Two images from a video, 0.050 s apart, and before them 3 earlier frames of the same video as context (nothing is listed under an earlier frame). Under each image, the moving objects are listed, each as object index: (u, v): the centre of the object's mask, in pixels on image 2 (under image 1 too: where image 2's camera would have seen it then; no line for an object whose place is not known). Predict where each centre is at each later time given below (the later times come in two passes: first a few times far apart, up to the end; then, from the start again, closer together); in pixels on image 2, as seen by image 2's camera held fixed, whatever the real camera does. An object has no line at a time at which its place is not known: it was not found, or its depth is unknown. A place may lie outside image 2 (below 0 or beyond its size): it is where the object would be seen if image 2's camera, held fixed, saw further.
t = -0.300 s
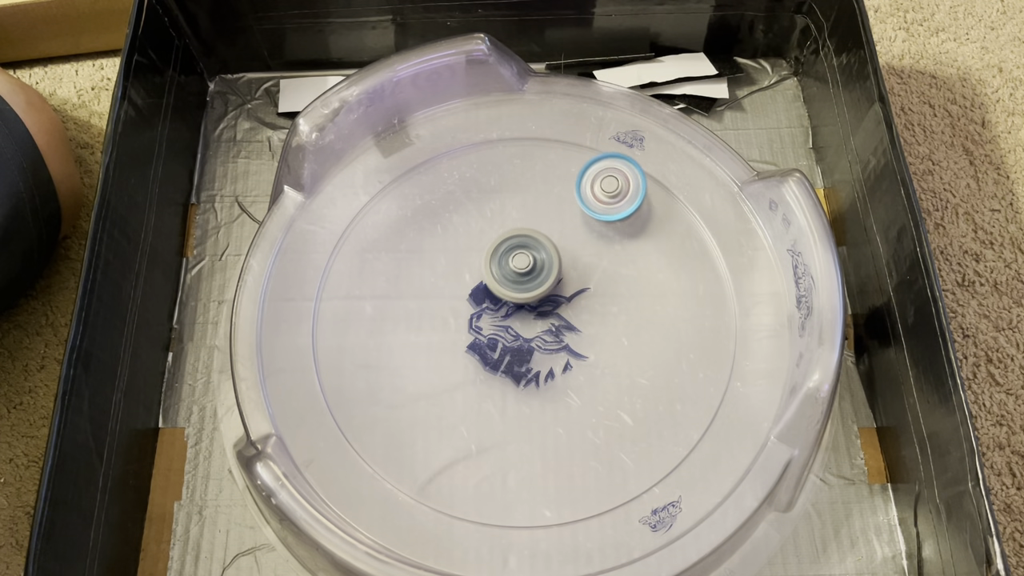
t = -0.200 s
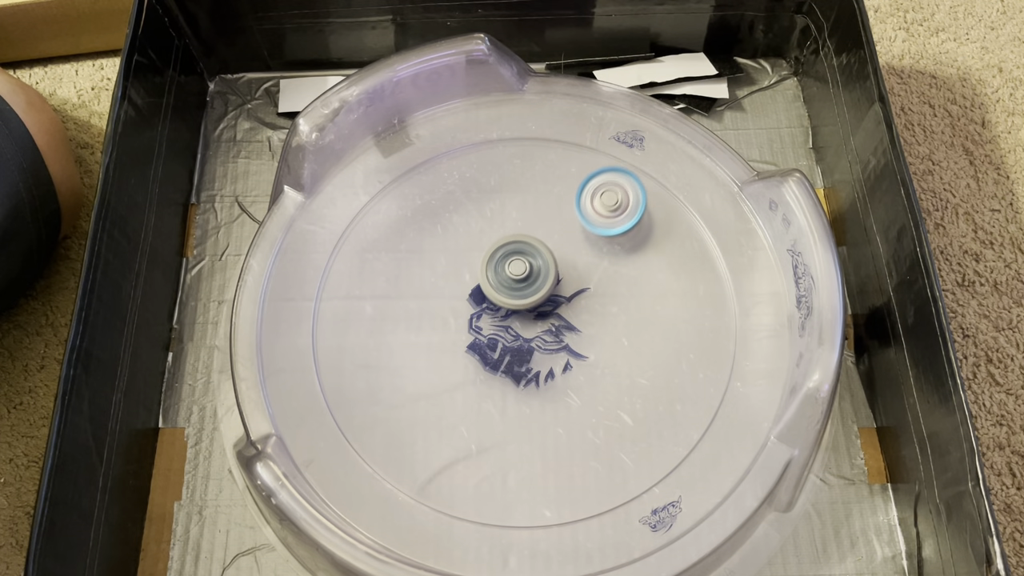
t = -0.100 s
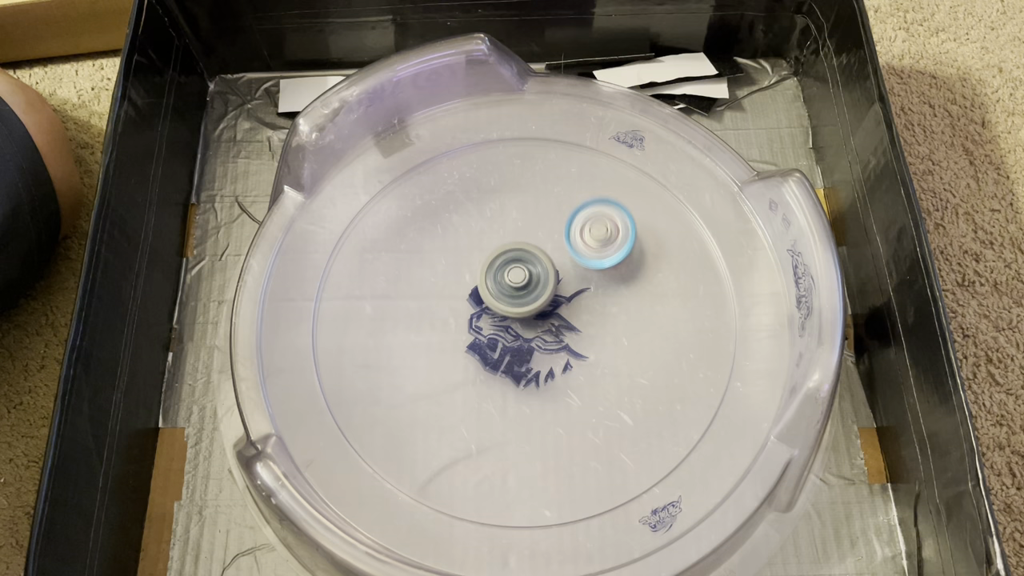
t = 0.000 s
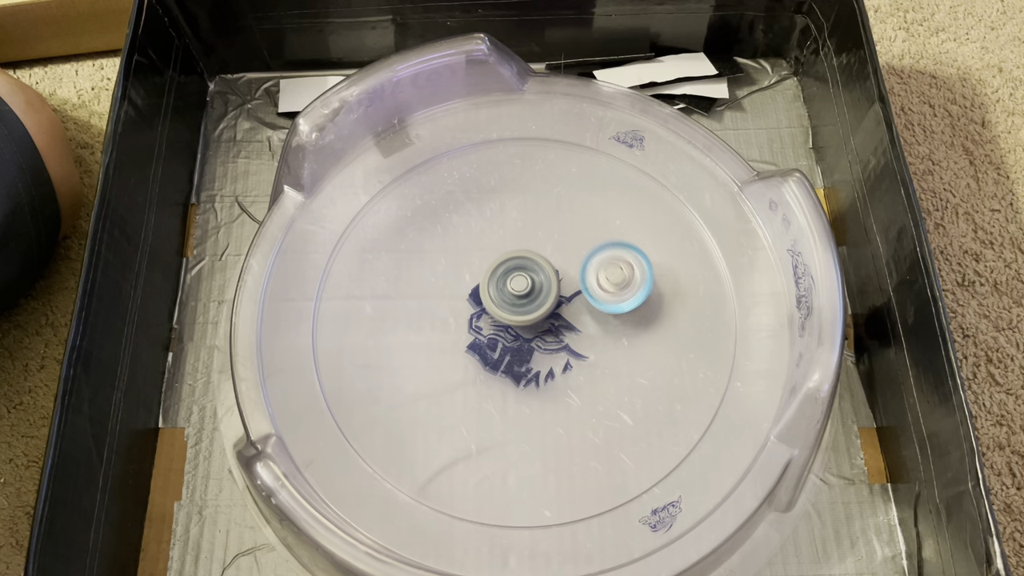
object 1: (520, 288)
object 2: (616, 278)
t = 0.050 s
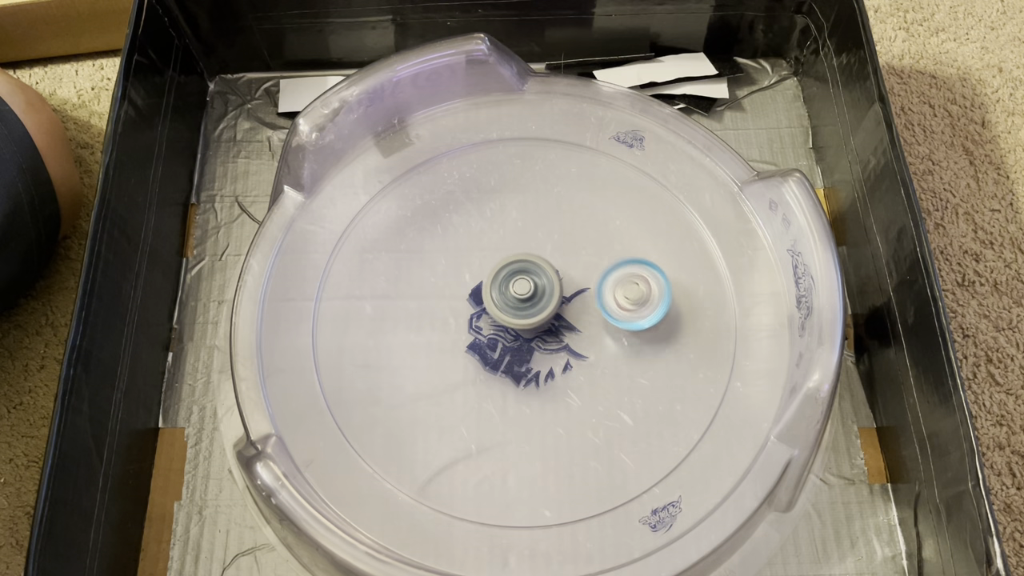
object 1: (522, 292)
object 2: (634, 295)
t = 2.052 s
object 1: (517, 366)
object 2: (499, 262)
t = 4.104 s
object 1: (545, 259)
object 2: (533, 391)
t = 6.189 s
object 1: (438, 298)
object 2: (644, 271)
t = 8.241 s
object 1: (575, 284)
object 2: (516, 331)
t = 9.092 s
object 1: (483, 261)
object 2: (523, 358)
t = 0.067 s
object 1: (523, 293)
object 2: (640, 298)
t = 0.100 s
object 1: (525, 295)
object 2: (655, 304)
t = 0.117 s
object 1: (526, 295)
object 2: (661, 305)
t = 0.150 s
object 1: (528, 297)
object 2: (674, 304)
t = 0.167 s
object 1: (528, 298)
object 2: (680, 302)
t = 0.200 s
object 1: (530, 299)
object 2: (690, 296)
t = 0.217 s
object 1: (532, 300)
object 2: (694, 293)
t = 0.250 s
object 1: (534, 301)
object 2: (702, 286)
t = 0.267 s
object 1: (534, 302)
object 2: (705, 283)
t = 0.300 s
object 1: (536, 302)
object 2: (707, 276)
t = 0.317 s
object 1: (537, 303)
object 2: (706, 273)
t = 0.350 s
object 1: (539, 303)
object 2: (699, 267)
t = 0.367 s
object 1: (540, 304)
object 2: (692, 265)
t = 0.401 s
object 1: (542, 304)
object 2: (676, 264)
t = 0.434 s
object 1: (544, 304)
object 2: (654, 265)
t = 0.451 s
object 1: (544, 305)
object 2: (641, 266)
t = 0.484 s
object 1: (542, 306)
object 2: (621, 272)
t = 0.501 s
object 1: (526, 310)
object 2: (628, 270)
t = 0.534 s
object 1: (506, 318)
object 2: (636, 271)
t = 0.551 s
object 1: (498, 322)
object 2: (636, 273)
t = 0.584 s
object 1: (489, 330)
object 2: (634, 279)
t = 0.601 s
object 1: (487, 333)
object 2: (633, 282)
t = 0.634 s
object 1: (486, 340)
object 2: (631, 290)
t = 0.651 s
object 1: (488, 344)
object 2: (630, 294)
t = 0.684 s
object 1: (493, 351)
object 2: (630, 303)
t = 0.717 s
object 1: (499, 357)
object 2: (631, 312)
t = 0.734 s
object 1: (502, 360)
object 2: (632, 316)
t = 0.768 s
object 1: (508, 363)
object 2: (634, 324)
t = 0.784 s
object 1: (511, 364)
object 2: (636, 327)
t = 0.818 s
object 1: (515, 366)
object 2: (639, 331)
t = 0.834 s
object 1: (517, 367)
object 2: (640, 332)
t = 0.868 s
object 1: (521, 367)
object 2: (644, 334)
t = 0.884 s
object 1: (524, 367)
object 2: (645, 334)
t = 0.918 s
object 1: (528, 368)
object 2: (644, 332)
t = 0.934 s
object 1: (530, 368)
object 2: (642, 331)
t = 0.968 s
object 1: (534, 367)
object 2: (636, 331)
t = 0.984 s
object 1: (535, 367)
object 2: (631, 332)
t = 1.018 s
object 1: (539, 366)
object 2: (620, 335)
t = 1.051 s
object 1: (503, 370)
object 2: (659, 330)
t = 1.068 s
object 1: (481, 371)
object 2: (686, 323)
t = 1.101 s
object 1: (439, 373)
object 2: (730, 308)
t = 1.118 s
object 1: (423, 374)
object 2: (725, 296)
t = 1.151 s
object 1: (399, 379)
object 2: (703, 272)
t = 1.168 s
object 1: (393, 382)
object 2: (692, 263)
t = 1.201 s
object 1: (387, 393)
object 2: (673, 249)
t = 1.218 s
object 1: (387, 400)
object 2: (665, 244)
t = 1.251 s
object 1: (389, 414)
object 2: (645, 236)
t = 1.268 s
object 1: (391, 420)
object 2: (634, 234)
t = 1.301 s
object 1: (397, 431)
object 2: (607, 235)
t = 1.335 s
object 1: (404, 438)
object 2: (581, 243)
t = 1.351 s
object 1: (407, 441)
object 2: (568, 250)
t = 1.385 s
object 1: (414, 447)
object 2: (545, 269)
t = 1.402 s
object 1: (417, 449)
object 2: (535, 281)
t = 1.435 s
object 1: (424, 452)
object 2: (519, 308)
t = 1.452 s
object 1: (428, 453)
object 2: (513, 323)
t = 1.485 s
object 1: (435, 454)
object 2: (511, 356)
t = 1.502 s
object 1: (440, 454)
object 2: (513, 373)
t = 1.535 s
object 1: (449, 454)
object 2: (525, 404)
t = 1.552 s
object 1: (452, 453)
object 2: (535, 418)
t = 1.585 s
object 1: (461, 452)
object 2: (562, 443)
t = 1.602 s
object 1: (466, 451)
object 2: (579, 452)
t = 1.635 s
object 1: (475, 449)
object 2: (614, 465)
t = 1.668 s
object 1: (485, 444)
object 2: (649, 469)
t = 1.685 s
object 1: (489, 442)
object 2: (659, 453)
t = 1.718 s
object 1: (496, 437)
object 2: (676, 419)
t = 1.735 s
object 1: (500, 434)
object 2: (682, 405)
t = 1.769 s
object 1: (507, 428)
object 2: (690, 381)
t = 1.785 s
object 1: (511, 424)
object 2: (691, 370)
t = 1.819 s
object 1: (517, 415)
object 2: (686, 349)
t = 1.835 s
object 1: (519, 409)
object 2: (680, 338)
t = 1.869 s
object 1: (522, 400)
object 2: (663, 317)
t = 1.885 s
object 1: (522, 395)
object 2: (651, 306)
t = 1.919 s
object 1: (523, 386)
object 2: (623, 291)
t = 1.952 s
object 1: (522, 378)
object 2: (589, 282)
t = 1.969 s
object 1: (522, 373)
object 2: (570, 283)
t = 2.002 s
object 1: (521, 364)
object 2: (536, 288)
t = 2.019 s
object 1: (520, 363)
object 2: (521, 281)
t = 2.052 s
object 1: (517, 366)
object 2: (499, 262)
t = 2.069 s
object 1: (516, 369)
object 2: (487, 256)
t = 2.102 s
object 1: (512, 366)
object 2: (460, 248)
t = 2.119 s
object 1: (508, 366)
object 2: (447, 246)
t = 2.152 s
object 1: (505, 360)
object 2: (417, 250)
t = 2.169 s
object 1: (505, 355)
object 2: (403, 257)
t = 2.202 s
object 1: (505, 346)
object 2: (374, 276)
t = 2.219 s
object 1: (504, 341)
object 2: (361, 289)
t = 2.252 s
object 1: (500, 332)
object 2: (342, 318)
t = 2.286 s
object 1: (497, 324)
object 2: (331, 348)
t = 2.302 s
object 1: (496, 321)
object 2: (330, 364)
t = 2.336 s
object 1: (492, 314)
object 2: (335, 393)
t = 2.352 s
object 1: (489, 311)
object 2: (341, 408)
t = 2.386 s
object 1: (484, 304)
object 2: (362, 436)
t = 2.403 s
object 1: (481, 301)
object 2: (376, 449)
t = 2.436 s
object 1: (475, 296)
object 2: (408, 468)
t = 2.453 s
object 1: (472, 293)
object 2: (425, 473)
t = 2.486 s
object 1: (467, 290)
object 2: (464, 477)
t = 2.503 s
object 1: (464, 289)
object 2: (484, 475)
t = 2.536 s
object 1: (459, 287)
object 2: (522, 465)
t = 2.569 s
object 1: (453, 285)
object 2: (560, 445)
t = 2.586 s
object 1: (450, 284)
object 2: (576, 431)
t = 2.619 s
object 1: (444, 284)
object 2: (601, 400)
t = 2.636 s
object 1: (442, 285)
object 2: (610, 382)
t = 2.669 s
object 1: (438, 286)
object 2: (619, 346)
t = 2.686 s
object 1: (437, 287)
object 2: (620, 328)
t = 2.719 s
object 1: (436, 287)
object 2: (615, 291)
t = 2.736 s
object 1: (436, 287)
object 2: (609, 274)
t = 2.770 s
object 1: (436, 286)
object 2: (592, 242)
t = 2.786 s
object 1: (436, 286)
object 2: (582, 229)
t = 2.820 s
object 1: (436, 285)
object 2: (556, 206)
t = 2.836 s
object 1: (437, 285)
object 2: (542, 197)
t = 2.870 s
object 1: (438, 284)
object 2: (508, 183)
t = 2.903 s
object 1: (439, 284)
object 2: (472, 177)
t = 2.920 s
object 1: (440, 283)
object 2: (457, 176)
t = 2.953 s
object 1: (441, 283)
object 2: (422, 178)
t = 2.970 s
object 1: (442, 283)
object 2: (407, 181)
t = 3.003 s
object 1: (444, 284)
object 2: (378, 193)
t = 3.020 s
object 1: (445, 284)
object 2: (365, 201)
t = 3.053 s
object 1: (447, 284)
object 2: (346, 233)
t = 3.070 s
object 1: (449, 284)
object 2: (340, 254)
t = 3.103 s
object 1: (453, 284)
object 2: (333, 285)
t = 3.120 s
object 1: (454, 284)
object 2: (334, 300)
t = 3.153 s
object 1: (458, 283)
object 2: (343, 329)
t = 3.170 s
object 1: (460, 283)
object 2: (351, 342)
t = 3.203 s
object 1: (464, 282)
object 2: (375, 366)
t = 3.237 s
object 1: (468, 281)
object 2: (408, 388)
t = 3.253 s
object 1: (470, 281)
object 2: (427, 396)
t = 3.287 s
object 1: (474, 280)
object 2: (468, 405)
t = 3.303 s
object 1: (476, 279)
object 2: (488, 405)
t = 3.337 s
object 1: (480, 278)
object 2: (528, 399)
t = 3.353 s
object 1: (482, 277)
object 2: (546, 391)
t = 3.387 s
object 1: (486, 275)
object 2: (579, 372)
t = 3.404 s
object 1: (488, 275)
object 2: (592, 360)
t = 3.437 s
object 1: (491, 273)
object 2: (613, 331)
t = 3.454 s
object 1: (493, 272)
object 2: (621, 315)
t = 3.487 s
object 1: (496, 270)
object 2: (631, 282)
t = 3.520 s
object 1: (499, 269)
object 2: (631, 247)
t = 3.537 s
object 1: (501, 268)
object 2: (629, 231)
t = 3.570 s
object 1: (503, 267)
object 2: (617, 201)
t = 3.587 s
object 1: (504, 266)
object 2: (608, 188)
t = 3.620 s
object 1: (507, 265)
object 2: (588, 165)
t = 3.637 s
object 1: (509, 264)
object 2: (576, 156)
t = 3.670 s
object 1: (511, 264)
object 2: (551, 144)
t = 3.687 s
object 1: (512, 263)
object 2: (537, 141)
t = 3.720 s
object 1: (514, 263)
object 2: (510, 140)
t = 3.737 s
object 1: (516, 263)
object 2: (497, 142)
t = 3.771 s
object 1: (518, 262)
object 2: (472, 151)
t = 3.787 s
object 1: (520, 262)
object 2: (460, 158)
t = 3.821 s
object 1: (522, 262)
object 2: (438, 177)
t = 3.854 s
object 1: (525, 261)
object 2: (422, 201)
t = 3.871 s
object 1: (526, 260)
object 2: (415, 215)
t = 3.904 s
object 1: (529, 260)
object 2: (407, 248)
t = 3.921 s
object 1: (531, 260)
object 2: (406, 265)
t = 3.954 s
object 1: (534, 260)
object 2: (411, 298)
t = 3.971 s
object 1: (535, 260)
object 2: (417, 314)
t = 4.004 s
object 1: (538, 259)
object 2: (437, 342)
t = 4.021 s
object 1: (539, 259)
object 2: (450, 355)
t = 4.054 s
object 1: (541, 259)
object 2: (481, 375)
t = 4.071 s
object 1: (543, 259)
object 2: (498, 383)
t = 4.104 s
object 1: (545, 259)
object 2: (533, 391)
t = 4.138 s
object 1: (547, 259)
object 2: (570, 391)
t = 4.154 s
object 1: (549, 260)
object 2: (588, 387)
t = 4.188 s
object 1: (551, 260)
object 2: (622, 375)
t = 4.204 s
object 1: (552, 260)
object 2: (637, 366)
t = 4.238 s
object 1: (554, 260)
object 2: (661, 343)
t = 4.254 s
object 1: (555, 261)
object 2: (670, 330)
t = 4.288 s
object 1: (557, 261)
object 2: (683, 299)
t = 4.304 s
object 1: (558, 262)
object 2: (687, 284)
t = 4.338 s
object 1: (560, 262)
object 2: (688, 256)
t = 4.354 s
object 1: (560, 262)
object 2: (685, 242)
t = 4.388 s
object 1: (562, 263)
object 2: (674, 217)
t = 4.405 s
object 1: (562, 264)
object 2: (666, 207)
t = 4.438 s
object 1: (563, 265)
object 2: (646, 191)
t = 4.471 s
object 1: (565, 266)
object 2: (623, 180)
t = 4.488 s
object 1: (565, 266)
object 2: (610, 178)
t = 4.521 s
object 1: (566, 268)
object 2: (582, 177)
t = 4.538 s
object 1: (567, 269)
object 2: (567, 179)
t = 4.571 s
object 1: (567, 270)
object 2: (536, 189)
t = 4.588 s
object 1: (567, 271)
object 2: (521, 197)
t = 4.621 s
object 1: (568, 273)
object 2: (493, 216)
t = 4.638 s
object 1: (567, 274)
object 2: (481, 229)
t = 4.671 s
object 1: (568, 274)
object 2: (462, 255)
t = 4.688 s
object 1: (568, 275)
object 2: (455, 268)
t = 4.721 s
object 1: (568, 277)
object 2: (447, 298)
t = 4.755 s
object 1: (569, 280)
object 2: (446, 329)
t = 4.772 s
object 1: (569, 282)
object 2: (448, 345)
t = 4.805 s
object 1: (570, 285)
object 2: (459, 374)
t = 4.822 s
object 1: (571, 287)
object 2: (467, 388)
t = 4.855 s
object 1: (572, 290)
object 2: (489, 412)
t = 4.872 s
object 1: (572, 291)
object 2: (503, 422)
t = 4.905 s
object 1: (573, 294)
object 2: (532, 436)
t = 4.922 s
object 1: (573, 296)
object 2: (548, 441)
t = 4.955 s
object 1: (574, 298)
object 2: (582, 443)
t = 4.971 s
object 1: (575, 300)
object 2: (598, 440)
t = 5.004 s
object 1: (577, 303)
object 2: (627, 430)
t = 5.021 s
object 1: (577, 304)
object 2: (641, 422)
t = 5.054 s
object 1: (578, 307)
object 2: (661, 402)
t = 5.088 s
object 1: (580, 310)
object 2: (674, 377)
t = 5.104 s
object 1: (580, 311)
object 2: (678, 364)
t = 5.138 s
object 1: (581, 314)
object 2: (678, 336)
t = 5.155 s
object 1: (581, 315)
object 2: (675, 322)
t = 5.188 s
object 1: (582, 317)
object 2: (663, 296)
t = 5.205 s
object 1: (580, 319)
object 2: (656, 283)
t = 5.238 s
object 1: (578, 322)
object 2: (638, 260)
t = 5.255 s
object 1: (577, 323)
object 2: (627, 252)
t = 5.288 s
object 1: (577, 326)
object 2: (601, 239)
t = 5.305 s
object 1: (577, 327)
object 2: (586, 235)
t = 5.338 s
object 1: (577, 329)
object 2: (556, 231)
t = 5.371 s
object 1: (576, 332)
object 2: (525, 234)
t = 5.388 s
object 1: (576, 333)
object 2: (510, 237)
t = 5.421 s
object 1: (576, 335)
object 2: (482, 249)
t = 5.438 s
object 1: (576, 336)
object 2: (468, 257)
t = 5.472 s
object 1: (575, 339)
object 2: (445, 276)
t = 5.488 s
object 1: (575, 340)
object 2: (435, 288)
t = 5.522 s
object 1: (574, 342)
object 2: (420, 313)
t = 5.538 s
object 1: (574, 343)
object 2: (415, 326)
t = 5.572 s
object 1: (573, 345)
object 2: (411, 353)
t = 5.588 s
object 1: (572, 346)
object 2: (412, 366)
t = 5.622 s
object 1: (571, 347)
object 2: (419, 392)
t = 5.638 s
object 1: (571, 348)
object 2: (426, 405)
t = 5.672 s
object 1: (569, 349)
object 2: (445, 428)
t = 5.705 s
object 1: (568, 351)
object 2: (471, 444)
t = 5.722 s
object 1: (567, 351)
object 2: (486, 450)
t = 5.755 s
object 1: (565, 353)
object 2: (518, 454)
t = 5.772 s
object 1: (564, 353)
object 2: (534, 453)
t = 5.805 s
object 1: (563, 354)
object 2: (565, 443)
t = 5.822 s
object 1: (562, 355)
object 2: (579, 435)
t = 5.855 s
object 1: (559, 354)
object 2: (604, 419)
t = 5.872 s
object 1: (552, 338)
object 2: (622, 429)
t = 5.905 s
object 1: (536, 309)
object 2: (657, 442)
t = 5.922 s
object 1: (531, 300)
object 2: (671, 444)
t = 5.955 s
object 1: (519, 284)
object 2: (687, 429)
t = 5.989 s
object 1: (507, 276)
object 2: (692, 399)
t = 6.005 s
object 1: (500, 274)
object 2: (695, 385)
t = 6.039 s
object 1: (488, 275)
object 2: (699, 362)
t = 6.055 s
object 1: (481, 277)
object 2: (699, 352)
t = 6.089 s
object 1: (469, 281)
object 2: (693, 331)
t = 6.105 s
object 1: (464, 283)
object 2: (688, 320)
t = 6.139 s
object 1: (453, 288)
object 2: (674, 299)
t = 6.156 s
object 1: (448, 291)
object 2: (665, 289)
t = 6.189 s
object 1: (438, 298)
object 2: (644, 271)
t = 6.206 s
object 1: (434, 301)
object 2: (632, 264)
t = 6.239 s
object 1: (426, 309)
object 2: (607, 254)
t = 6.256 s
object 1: (423, 313)
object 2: (594, 251)
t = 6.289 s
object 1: (420, 320)
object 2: (567, 248)
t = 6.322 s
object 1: (417, 326)
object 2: (539, 250)
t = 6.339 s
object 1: (416, 329)
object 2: (525, 252)
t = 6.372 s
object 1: (414, 336)
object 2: (499, 260)
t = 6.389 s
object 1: (414, 339)
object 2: (486, 265)
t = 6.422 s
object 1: (414, 344)
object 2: (464, 278)
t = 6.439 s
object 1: (405, 355)
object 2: (463, 275)
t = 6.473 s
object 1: (378, 387)
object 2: (480, 255)
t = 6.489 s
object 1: (372, 398)
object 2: (487, 248)
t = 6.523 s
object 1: (365, 418)
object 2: (496, 236)
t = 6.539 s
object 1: (365, 425)
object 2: (498, 233)
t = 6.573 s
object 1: (367, 437)
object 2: (497, 229)
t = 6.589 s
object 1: (369, 441)
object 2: (494, 227)
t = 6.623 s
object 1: (374, 448)
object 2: (483, 226)
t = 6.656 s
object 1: (379, 453)
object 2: (469, 227)
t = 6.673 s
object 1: (382, 455)
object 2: (461, 228)
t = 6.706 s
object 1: (388, 460)
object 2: (447, 234)
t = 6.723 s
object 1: (390, 461)
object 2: (442, 238)
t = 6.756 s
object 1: (396, 464)
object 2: (432, 250)
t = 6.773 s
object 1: (399, 465)
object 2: (429, 257)
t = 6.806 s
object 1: (406, 466)
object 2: (427, 272)
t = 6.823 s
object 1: (409, 467)
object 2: (428, 280)
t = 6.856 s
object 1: (416, 467)
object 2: (435, 296)
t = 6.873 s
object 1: (420, 467)
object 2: (439, 304)
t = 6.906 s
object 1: (427, 466)
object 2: (453, 317)
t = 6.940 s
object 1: (435, 465)
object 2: (470, 326)
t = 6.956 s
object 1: (438, 463)
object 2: (480, 330)
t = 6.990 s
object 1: (446, 460)
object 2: (500, 334)
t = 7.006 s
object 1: (450, 459)
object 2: (509, 335)
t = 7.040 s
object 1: (458, 454)
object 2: (531, 333)
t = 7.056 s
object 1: (463, 452)
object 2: (541, 330)
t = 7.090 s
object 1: (472, 447)
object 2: (559, 323)
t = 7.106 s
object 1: (477, 444)
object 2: (567, 318)
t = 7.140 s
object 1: (485, 438)
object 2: (582, 306)
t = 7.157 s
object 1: (489, 435)
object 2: (588, 299)
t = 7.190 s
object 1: (496, 427)
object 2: (597, 284)
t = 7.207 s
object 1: (501, 423)
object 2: (600, 276)
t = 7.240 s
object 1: (507, 413)
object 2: (603, 260)
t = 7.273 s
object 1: (512, 402)
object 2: (601, 245)
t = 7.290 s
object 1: (514, 397)
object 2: (598, 237)
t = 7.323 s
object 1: (518, 386)
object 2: (590, 225)
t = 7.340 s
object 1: (519, 382)
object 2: (585, 220)
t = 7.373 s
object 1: (522, 371)
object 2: (571, 214)
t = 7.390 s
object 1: (523, 366)
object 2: (564, 212)
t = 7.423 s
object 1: (525, 355)
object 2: (548, 212)
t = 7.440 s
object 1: (526, 349)
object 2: (539, 214)
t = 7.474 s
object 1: (526, 339)
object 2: (524, 221)
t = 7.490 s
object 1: (525, 333)
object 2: (517, 227)
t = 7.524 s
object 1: (523, 322)
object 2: (504, 240)
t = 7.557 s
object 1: (524, 339)
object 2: (493, 224)
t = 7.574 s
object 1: (527, 358)
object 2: (485, 200)
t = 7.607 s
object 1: (528, 388)
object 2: (472, 163)
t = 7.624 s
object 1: (531, 399)
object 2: (465, 149)
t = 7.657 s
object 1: (536, 412)
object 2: (454, 137)
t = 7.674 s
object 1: (538, 415)
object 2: (449, 141)
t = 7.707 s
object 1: (546, 415)
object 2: (439, 150)
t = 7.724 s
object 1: (551, 413)
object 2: (434, 152)
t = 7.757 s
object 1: (559, 407)
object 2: (424, 155)
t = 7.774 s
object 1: (563, 403)
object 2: (418, 159)
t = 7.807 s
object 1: (570, 393)
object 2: (408, 171)
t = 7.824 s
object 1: (573, 389)
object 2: (403, 176)
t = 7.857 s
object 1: (578, 380)
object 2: (397, 185)
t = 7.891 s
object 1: (583, 371)
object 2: (393, 196)
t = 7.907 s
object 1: (585, 365)
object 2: (392, 203)
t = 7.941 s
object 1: (588, 356)
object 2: (394, 217)
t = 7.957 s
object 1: (589, 351)
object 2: (395, 224)
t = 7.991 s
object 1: (590, 341)
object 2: (401, 241)
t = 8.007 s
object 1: (590, 336)
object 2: (404, 249)
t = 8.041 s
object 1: (590, 327)
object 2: (413, 266)
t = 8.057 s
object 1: (590, 323)
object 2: (419, 275)
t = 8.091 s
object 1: (588, 315)
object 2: (433, 289)
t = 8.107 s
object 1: (587, 311)
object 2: (441, 296)
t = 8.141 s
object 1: (585, 303)
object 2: (459, 307)
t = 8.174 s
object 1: (582, 296)
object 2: (477, 317)
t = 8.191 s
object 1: (580, 293)
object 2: (487, 322)
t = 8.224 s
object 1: (576, 286)
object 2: (507, 328)
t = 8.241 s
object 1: (575, 284)
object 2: (516, 331)
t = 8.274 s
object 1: (581, 270)
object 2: (529, 343)
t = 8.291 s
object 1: (580, 264)
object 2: (536, 347)
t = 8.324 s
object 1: (577, 256)
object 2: (553, 353)
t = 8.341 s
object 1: (575, 252)
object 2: (562, 356)
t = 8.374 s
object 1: (571, 246)
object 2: (580, 359)
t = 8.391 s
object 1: (568, 243)
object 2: (590, 359)
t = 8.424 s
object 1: (564, 239)
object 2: (607, 359)
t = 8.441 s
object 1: (561, 238)
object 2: (615, 357)
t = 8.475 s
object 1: (556, 235)
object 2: (631, 354)
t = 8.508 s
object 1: (551, 233)
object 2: (644, 347)
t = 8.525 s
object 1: (549, 232)
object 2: (650, 343)
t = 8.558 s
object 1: (543, 231)
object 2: (658, 333)
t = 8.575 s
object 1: (541, 231)
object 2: (662, 327)
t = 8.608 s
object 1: (536, 231)
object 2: (665, 316)
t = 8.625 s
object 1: (534, 231)
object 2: (664, 310)
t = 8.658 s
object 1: (530, 232)
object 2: (660, 299)
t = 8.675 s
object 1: (528, 232)
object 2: (657, 293)
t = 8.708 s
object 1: (524, 233)
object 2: (647, 285)
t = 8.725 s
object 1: (522, 234)
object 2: (640, 281)
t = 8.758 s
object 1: (518, 235)
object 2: (626, 276)
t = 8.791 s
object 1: (515, 237)
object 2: (611, 274)
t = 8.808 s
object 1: (513, 238)
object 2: (602, 274)
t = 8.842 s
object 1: (510, 241)
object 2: (584, 275)
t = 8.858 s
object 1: (508, 242)
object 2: (575, 276)
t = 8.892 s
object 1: (500, 241)
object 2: (567, 287)
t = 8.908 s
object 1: (497, 242)
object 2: (562, 292)
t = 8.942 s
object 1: (493, 244)
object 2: (554, 302)
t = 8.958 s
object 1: (491, 245)
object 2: (549, 309)
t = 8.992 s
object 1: (488, 248)
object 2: (540, 320)
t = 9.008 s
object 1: (487, 250)
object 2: (537, 326)
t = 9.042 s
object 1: (485, 254)
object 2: (530, 339)
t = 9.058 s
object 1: (485, 256)
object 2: (527, 345)
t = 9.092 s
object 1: (483, 261)
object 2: (523, 358)
